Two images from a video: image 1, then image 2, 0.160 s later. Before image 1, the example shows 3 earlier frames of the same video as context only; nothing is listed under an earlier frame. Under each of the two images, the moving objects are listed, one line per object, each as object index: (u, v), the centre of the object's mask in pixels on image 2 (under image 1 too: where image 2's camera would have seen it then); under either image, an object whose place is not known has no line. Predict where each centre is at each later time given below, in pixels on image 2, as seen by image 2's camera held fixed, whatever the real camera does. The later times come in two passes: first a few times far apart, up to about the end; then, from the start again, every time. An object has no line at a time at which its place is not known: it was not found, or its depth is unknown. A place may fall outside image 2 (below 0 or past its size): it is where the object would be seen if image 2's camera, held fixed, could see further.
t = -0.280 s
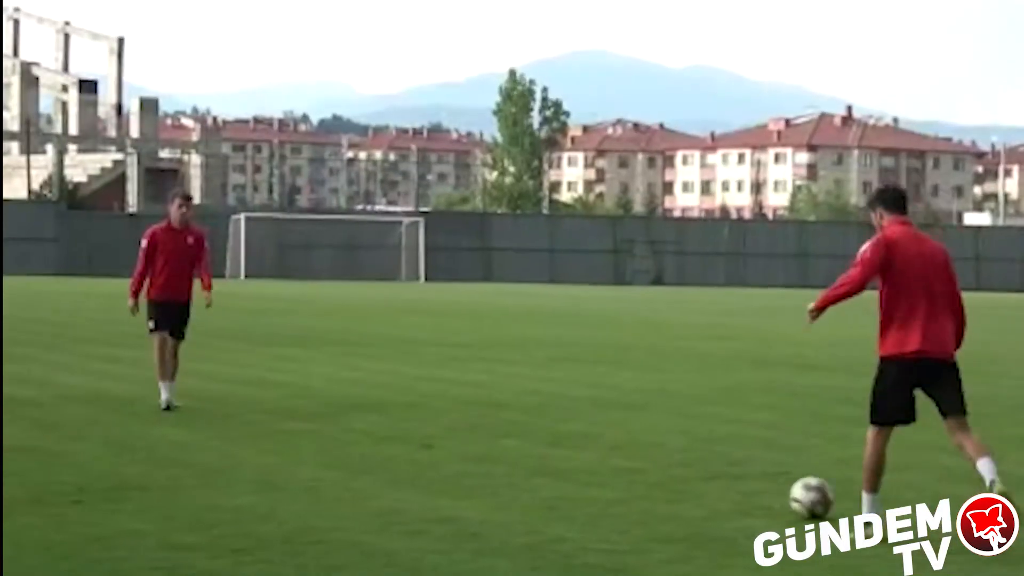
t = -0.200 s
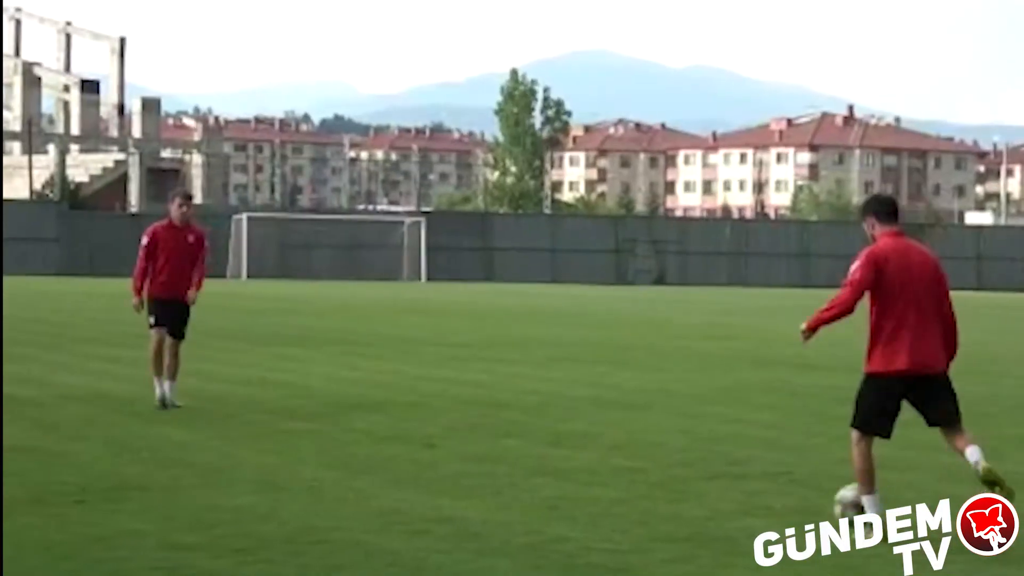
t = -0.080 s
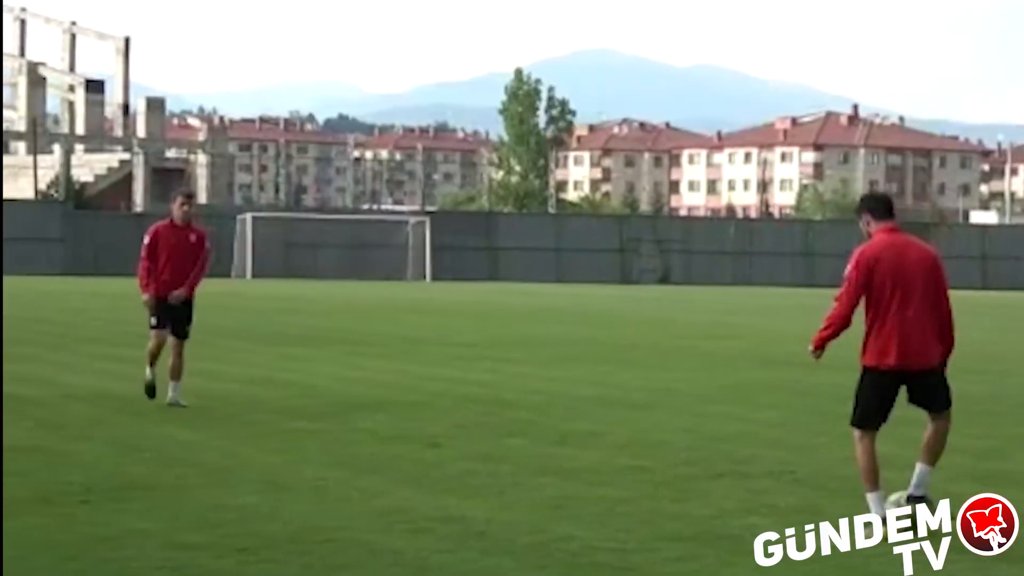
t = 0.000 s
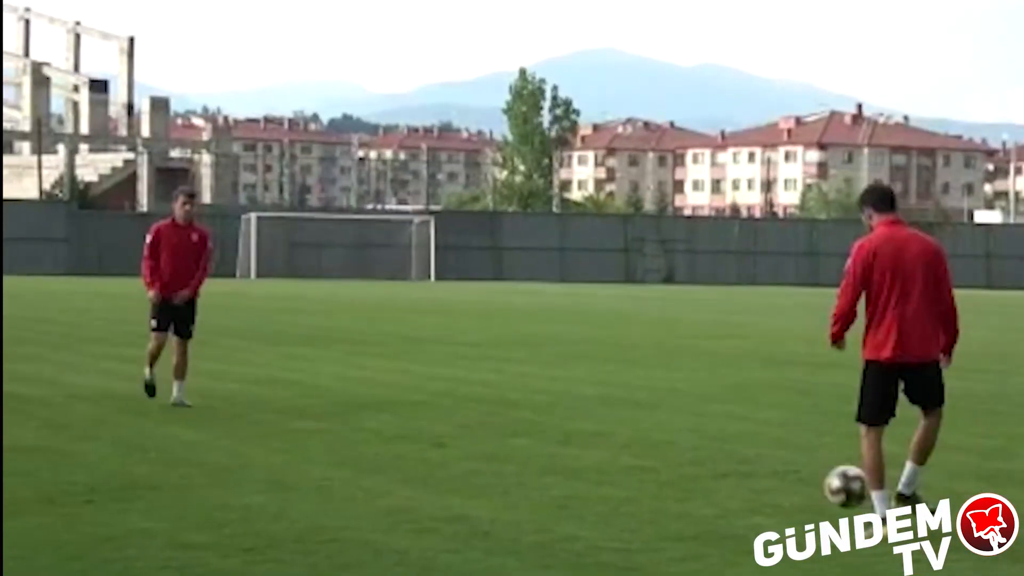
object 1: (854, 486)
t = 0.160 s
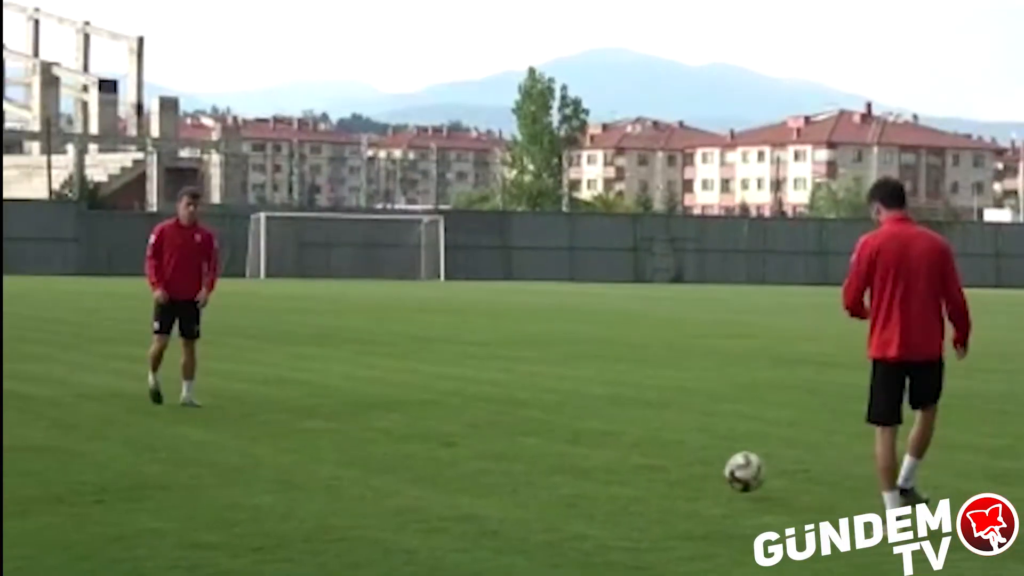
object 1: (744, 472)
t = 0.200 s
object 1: (720, 476)
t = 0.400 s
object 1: (635, 454)
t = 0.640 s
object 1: (549, 441)
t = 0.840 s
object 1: (485, 434)
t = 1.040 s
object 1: (428, 425)
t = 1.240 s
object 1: (375, 414)
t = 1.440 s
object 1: (330, 410)
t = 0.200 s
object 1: (720, 476)
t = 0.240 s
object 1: (700, 469)
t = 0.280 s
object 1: (684, 460)
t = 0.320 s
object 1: (667, 455)
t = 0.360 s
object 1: (652, 453)
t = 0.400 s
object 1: (635, 454)
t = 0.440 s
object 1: (620, 456)
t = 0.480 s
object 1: (606, 453)
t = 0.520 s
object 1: (591, 446)
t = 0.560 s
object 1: (577, 441)
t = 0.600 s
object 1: (563, 440)
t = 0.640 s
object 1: (549, 441)
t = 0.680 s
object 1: (536, 442)
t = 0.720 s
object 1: (523, 438)
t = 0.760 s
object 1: (510, 435)
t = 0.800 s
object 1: (497, 434)
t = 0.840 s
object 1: (485, 434)
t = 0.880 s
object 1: (473, 431)
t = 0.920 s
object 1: (461, 428)
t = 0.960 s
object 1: (450, 427)
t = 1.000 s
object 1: (439, 428)
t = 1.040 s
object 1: (428, 425)
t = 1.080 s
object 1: (416, 422)
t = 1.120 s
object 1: (406, 422)
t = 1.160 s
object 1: (395, 419)
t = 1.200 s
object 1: (384, 415)
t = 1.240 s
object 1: (375, 414)
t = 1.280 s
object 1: (365, 415)
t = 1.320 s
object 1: (356, 414)
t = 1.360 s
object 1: (348, 411)
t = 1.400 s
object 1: (339, 409)
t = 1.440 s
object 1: (330, 410)
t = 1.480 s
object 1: (321, 409)
